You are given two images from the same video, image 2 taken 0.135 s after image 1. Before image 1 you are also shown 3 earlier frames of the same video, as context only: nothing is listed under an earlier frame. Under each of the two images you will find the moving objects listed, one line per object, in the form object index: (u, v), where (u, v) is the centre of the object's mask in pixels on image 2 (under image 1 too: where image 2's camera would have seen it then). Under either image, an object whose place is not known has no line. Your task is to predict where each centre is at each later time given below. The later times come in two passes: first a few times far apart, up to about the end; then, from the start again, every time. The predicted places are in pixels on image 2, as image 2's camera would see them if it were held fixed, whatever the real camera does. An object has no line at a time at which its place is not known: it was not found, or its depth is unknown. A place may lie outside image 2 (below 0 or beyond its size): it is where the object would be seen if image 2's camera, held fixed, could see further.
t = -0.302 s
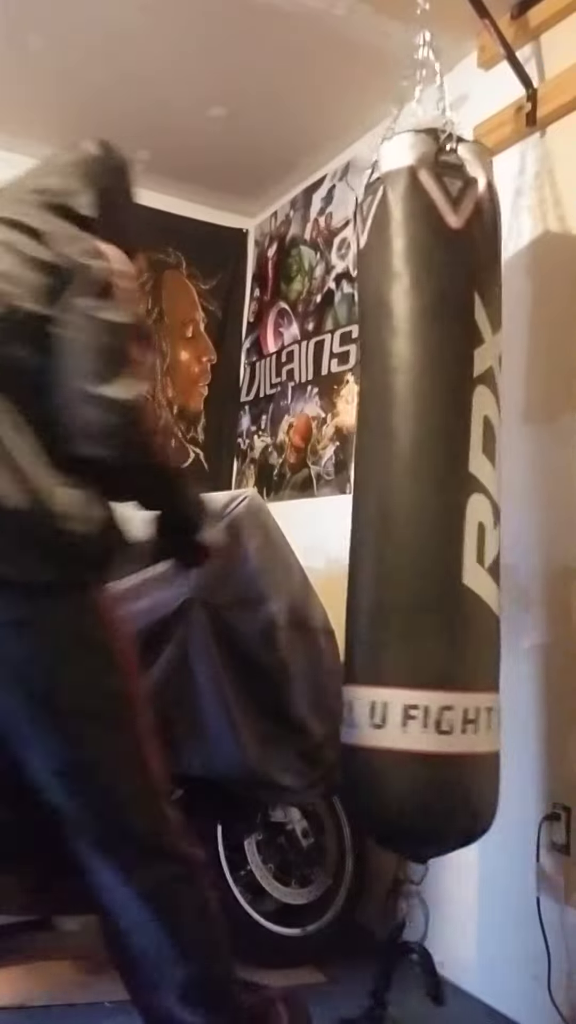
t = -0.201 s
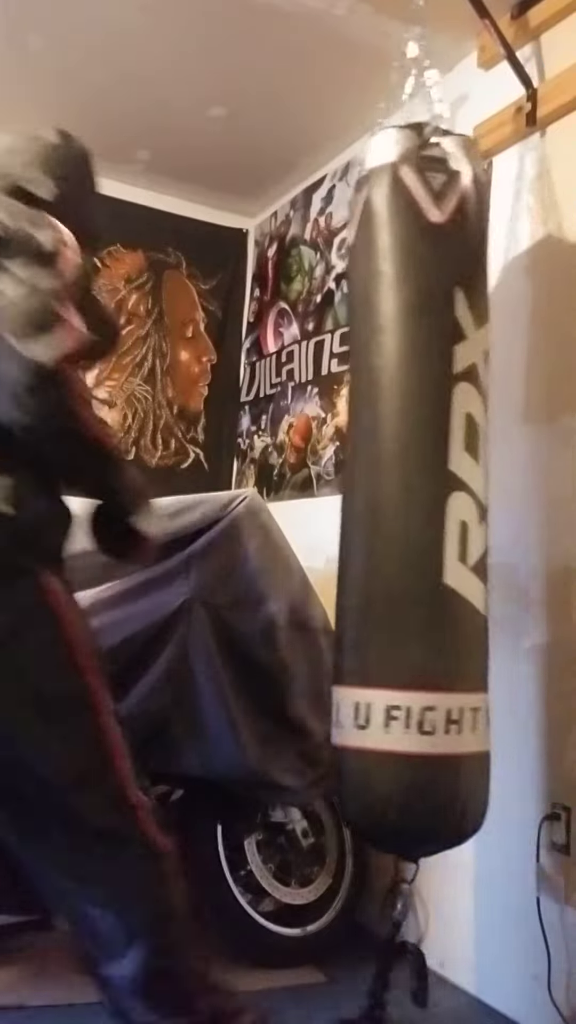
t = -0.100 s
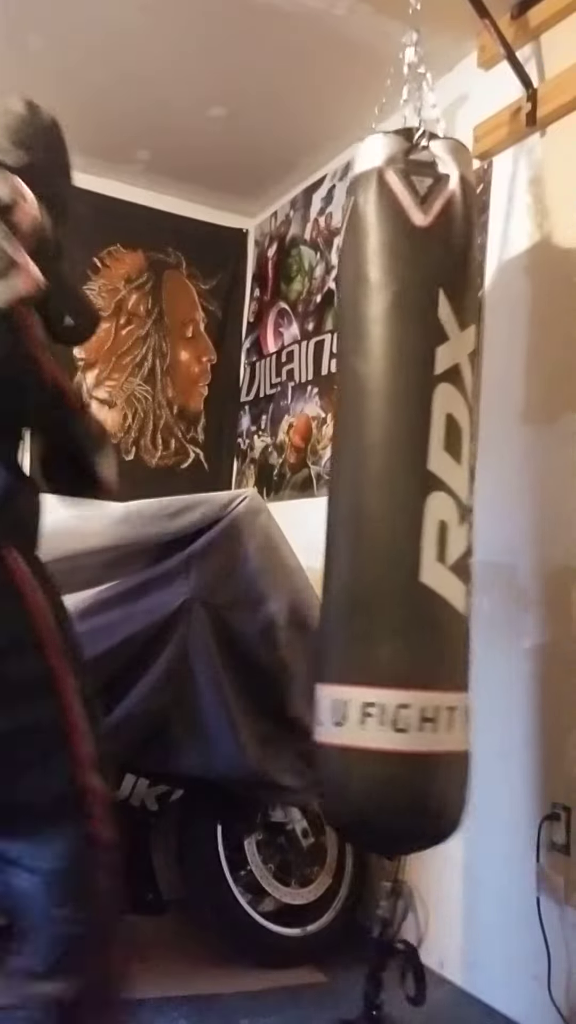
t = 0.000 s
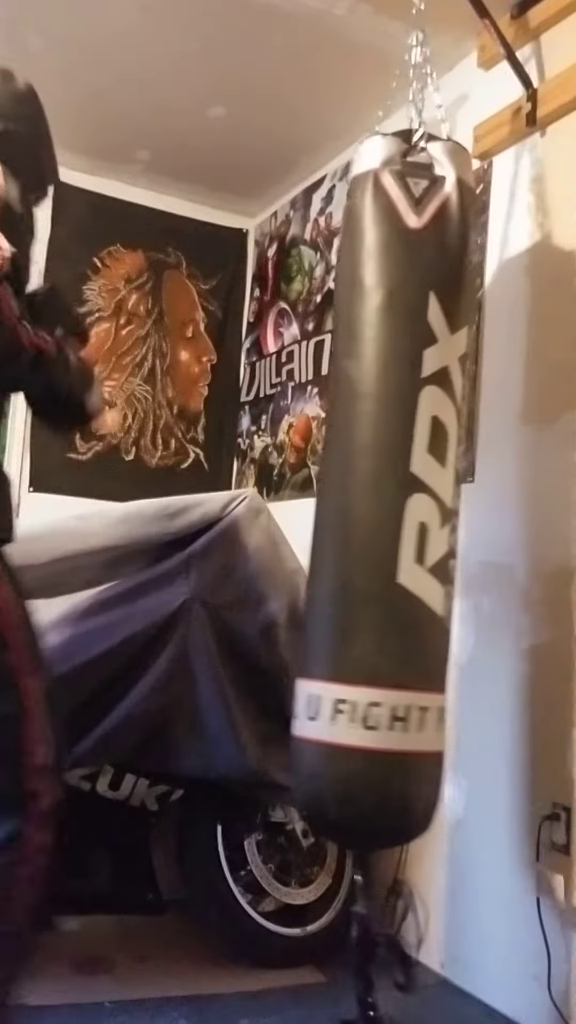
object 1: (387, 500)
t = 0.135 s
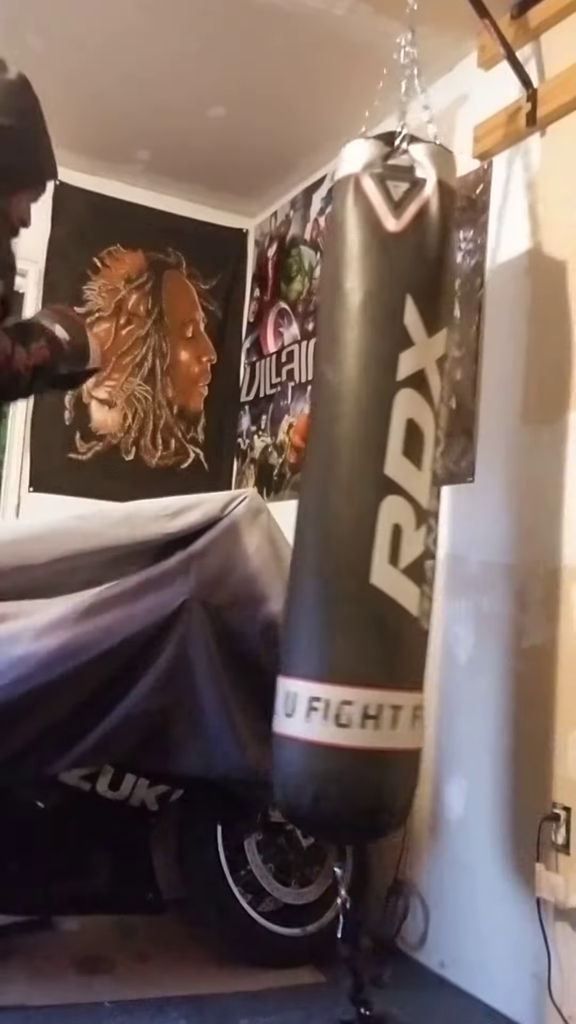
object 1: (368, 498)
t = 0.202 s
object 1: (362, 495)
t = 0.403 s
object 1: (363, 495)
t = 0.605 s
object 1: (385, 495)
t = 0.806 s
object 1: (410, 496)
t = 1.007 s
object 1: (427, 499)
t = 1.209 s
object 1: (427, 499)
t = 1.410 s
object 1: (417, 499)
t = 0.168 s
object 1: (365, 496)
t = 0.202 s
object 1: (362, 495)
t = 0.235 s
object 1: (360, 494)
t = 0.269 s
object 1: (358, 496)
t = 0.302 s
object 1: (357, 495)
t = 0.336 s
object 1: (358, 494)
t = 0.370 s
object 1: (360, 494)
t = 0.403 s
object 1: (363, 495)
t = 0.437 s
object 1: (366, 495)
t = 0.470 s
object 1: (370, 495)
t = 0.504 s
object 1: (373, 495)
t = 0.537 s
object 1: (377, 494)
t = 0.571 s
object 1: (381, 496)
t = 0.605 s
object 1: (385, 495)
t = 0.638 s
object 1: (388, 496)
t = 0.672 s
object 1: (393, 494)
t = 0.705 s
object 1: (398, 494)
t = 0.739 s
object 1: (403, 494)
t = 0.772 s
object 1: (406, 495)
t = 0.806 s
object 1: (410, 496)
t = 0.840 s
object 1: (414, 495)
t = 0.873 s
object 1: (417, 496)
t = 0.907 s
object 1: (420, 497)
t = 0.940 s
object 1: (423, 497)
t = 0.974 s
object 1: (426, 499)
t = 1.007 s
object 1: (427, 499)
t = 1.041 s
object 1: (428, 499)
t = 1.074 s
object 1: (429, 500)
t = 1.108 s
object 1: (429, 499)
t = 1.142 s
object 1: (429, 499)
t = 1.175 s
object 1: (429, 499)
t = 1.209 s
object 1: (427, 499)
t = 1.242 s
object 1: (427, 500)
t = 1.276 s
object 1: (425, 500)
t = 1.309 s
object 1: (423, 500)
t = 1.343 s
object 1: (422, 500)
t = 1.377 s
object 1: (419, 499)
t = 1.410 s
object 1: (417, 499)
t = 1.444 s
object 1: (414, 498)
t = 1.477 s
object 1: (411, 498)
